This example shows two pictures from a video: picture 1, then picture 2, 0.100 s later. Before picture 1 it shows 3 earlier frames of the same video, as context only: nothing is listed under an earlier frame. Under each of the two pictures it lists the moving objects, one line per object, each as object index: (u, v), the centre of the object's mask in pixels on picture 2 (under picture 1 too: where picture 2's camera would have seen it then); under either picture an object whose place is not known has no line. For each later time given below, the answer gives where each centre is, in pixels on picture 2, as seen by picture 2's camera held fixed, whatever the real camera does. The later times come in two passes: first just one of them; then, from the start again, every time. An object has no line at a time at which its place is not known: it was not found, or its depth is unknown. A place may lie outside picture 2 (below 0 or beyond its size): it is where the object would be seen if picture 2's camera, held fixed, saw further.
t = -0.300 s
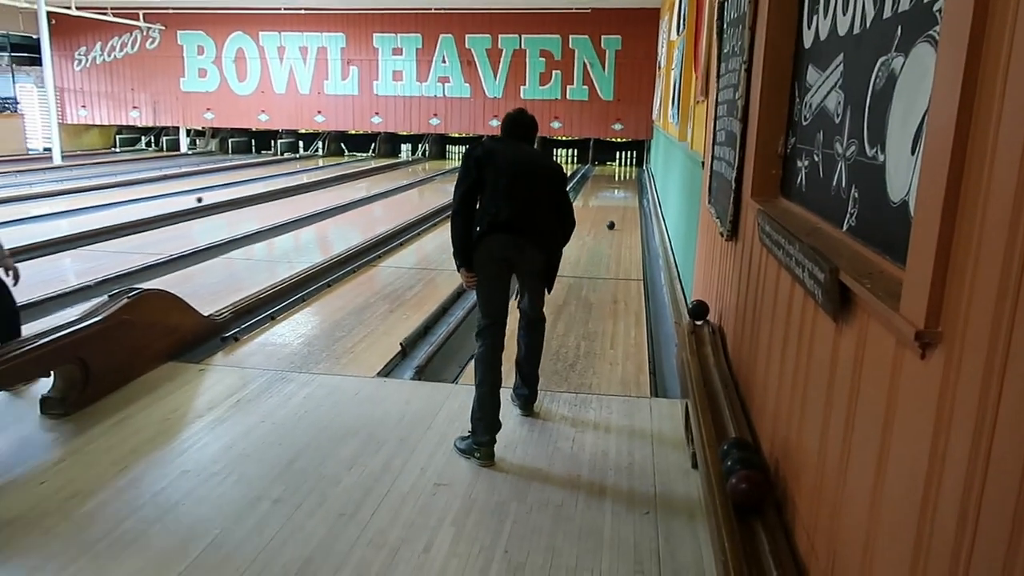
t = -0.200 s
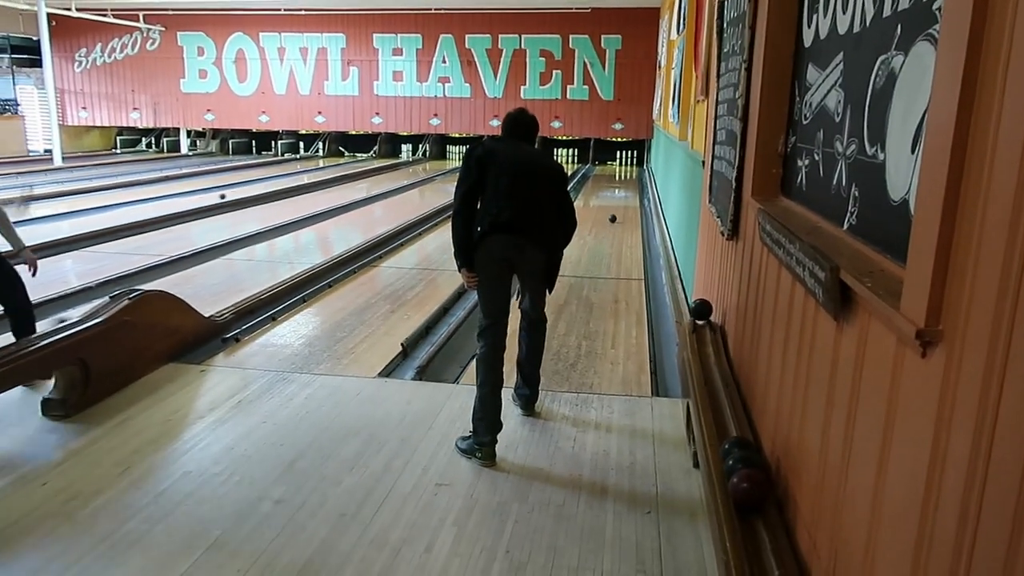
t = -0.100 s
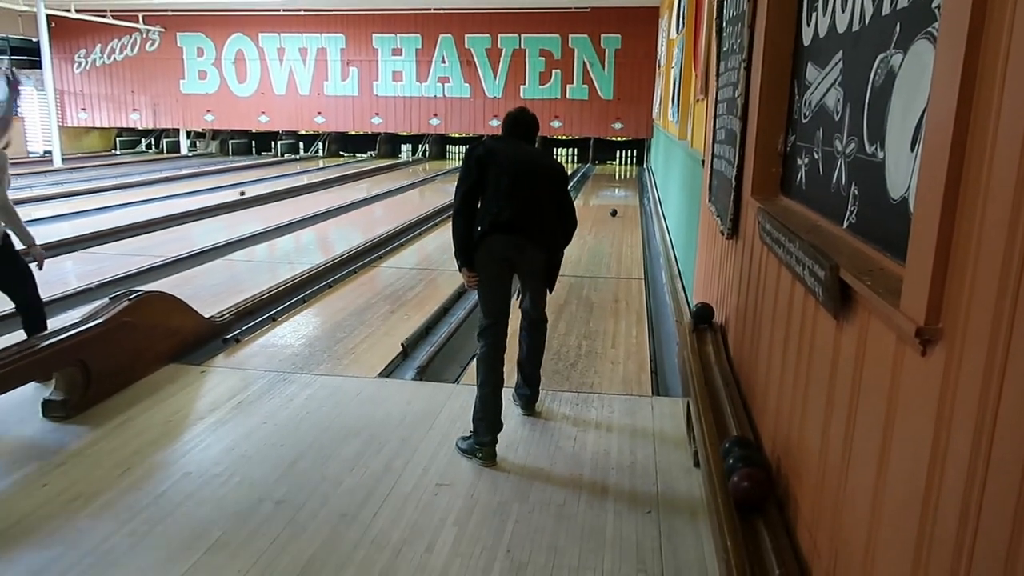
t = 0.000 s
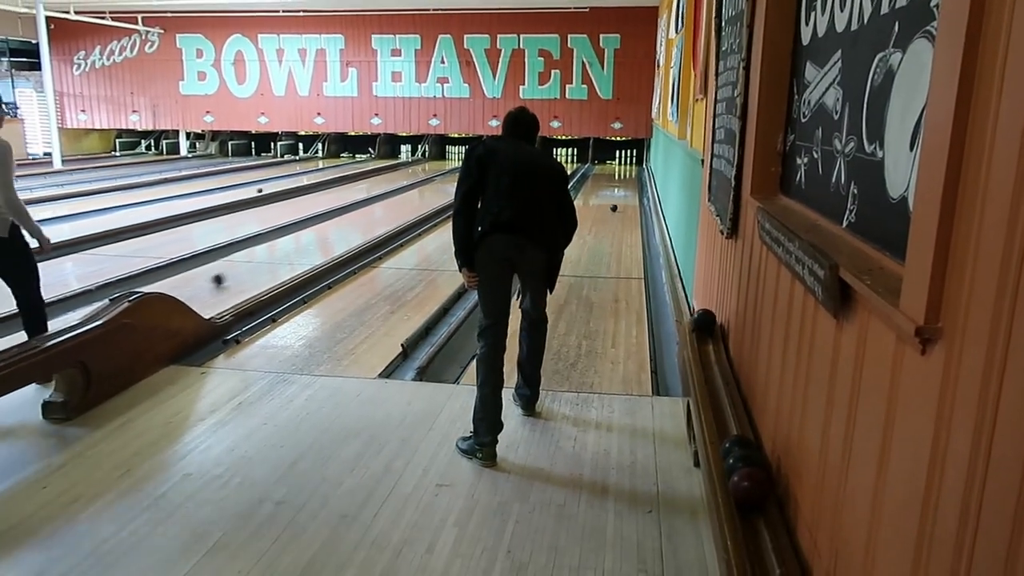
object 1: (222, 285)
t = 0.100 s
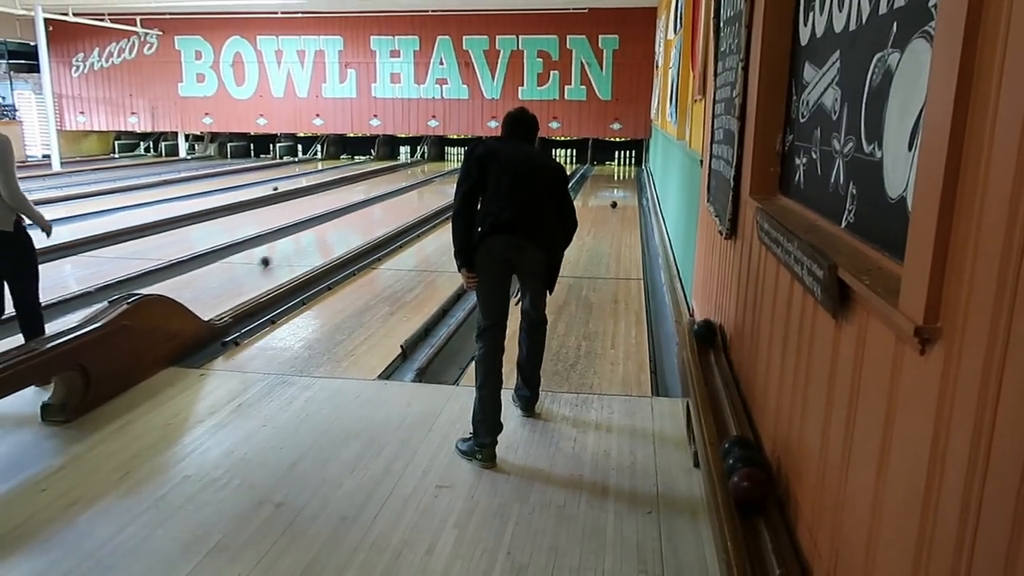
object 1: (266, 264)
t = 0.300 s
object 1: (334, 235)
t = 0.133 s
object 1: (280, 258)
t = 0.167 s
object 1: (293, 254)
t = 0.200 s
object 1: (305, 249)
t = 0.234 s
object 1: (315, 243)
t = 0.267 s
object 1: (325, 239)
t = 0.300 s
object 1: (334, 235)
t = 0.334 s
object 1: (342, 232)
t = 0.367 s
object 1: (351, 229)
